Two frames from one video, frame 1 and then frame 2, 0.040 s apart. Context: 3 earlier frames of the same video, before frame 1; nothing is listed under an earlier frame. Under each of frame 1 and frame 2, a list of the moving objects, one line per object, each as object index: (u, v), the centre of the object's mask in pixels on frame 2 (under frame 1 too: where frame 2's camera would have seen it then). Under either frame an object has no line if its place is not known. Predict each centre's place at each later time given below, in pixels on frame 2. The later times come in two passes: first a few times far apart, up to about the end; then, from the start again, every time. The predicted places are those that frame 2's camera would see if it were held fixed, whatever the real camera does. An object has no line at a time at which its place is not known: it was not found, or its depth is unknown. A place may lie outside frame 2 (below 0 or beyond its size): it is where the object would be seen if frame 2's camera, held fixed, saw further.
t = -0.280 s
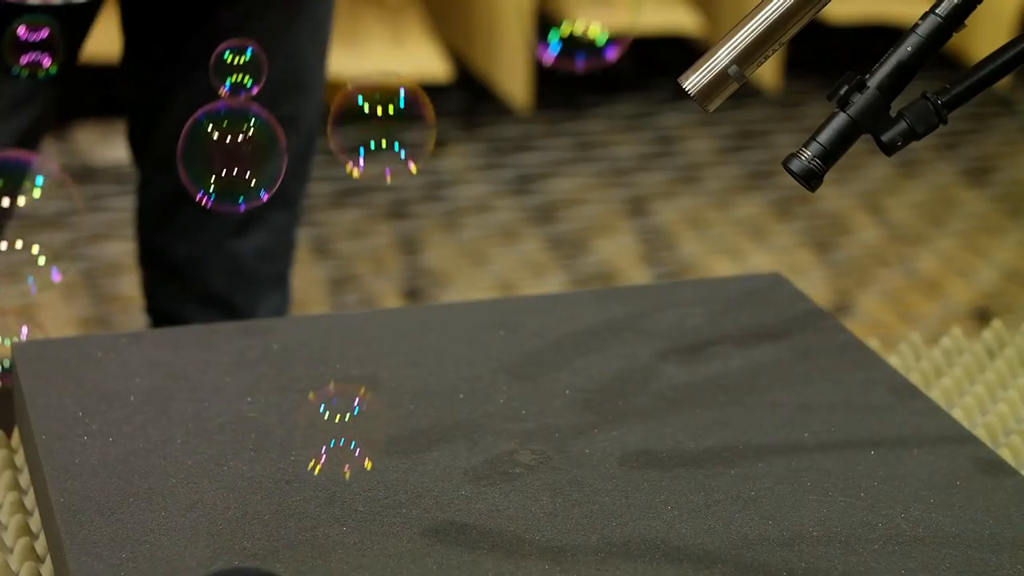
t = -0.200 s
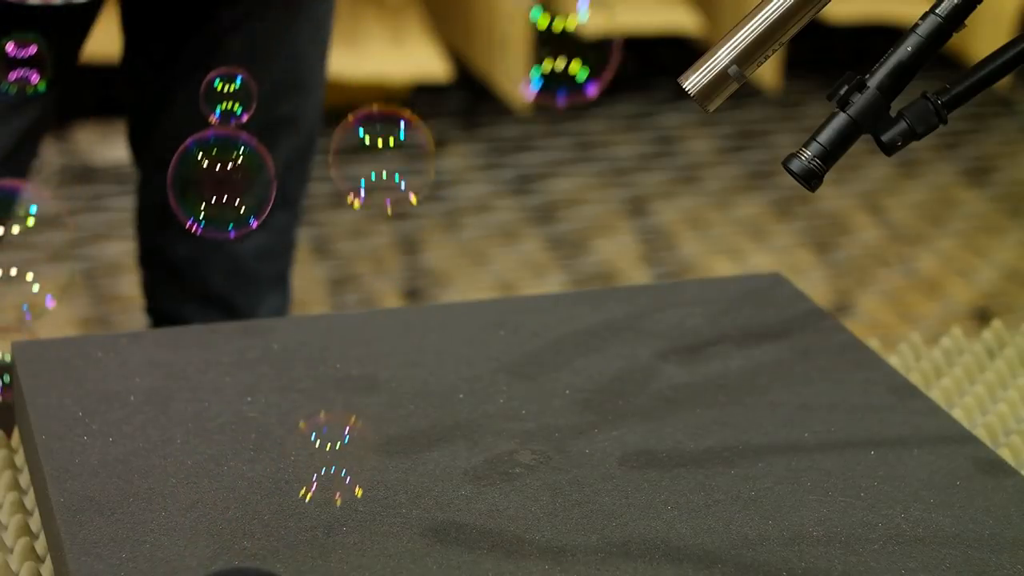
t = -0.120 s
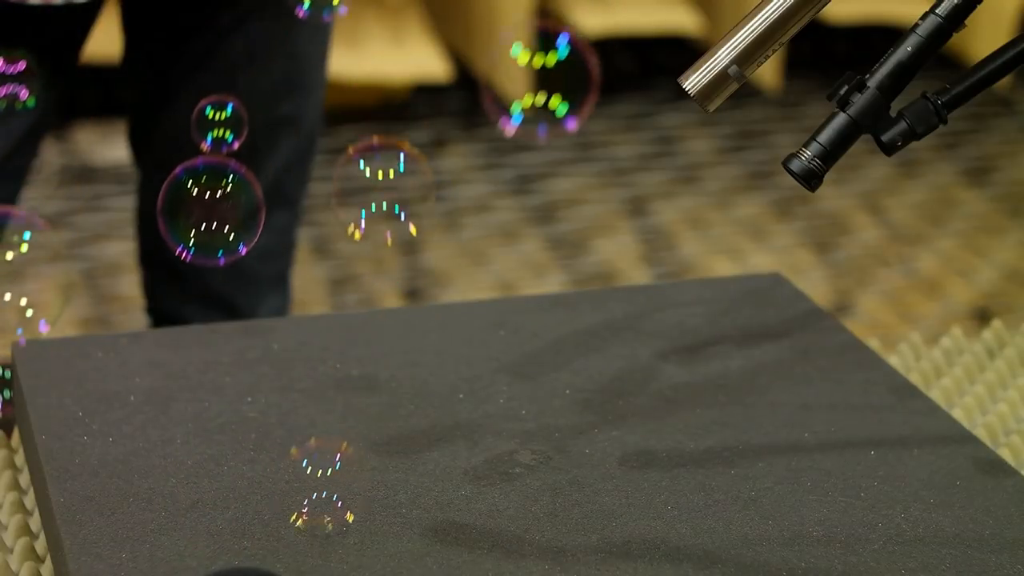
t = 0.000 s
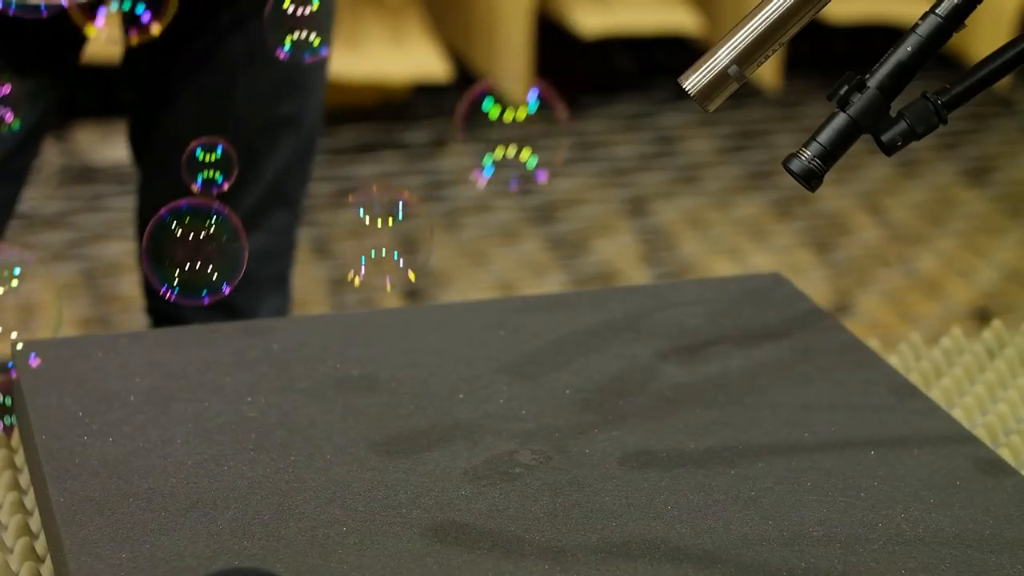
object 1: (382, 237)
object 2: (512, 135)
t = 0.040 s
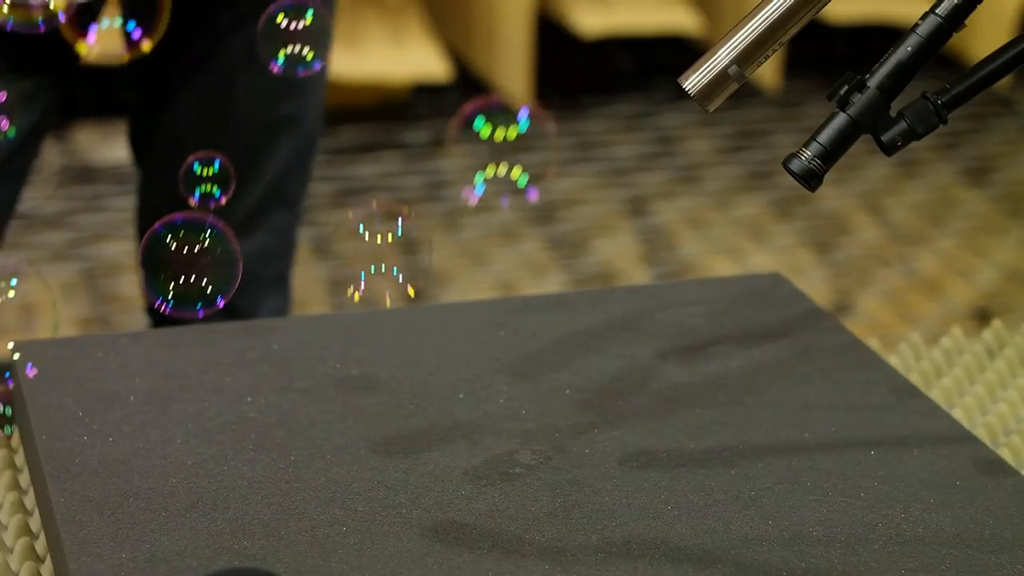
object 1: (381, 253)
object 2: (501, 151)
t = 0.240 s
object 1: (375, 330)
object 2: (471, 252)
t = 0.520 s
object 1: (375, 444)
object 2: (431, 402)
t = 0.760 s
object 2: (406, 511)
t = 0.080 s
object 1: (380, 266)
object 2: (491, 168)
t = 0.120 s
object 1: (377, 283)
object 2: (483, 187)
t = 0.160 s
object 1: (373, 297)
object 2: (476, 210)
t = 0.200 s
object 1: (373, 312)
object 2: (472, 233)
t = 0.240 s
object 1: (375, 330)
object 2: (471, 252)
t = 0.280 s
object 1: (376, 348)
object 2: (458, 272)
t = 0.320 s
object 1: (377, 364)
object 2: (453, 309)
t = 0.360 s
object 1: (376, 382)
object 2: (449, 332)
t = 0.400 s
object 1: (373, 398)
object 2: (444, 347)
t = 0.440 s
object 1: (374, 418)
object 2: (441, 361)
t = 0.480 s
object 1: (376, 435)
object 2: (437, 382)
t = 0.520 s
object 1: (375, 444)
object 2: (431, 402)
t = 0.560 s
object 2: (429, 421)
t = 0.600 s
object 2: (425, 441)
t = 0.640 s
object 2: (420, 459)
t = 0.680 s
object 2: (415, 476)
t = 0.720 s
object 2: (409, 493)
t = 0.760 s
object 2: (406, 511)
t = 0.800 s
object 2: (404, 528)
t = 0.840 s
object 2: (404, 537)
